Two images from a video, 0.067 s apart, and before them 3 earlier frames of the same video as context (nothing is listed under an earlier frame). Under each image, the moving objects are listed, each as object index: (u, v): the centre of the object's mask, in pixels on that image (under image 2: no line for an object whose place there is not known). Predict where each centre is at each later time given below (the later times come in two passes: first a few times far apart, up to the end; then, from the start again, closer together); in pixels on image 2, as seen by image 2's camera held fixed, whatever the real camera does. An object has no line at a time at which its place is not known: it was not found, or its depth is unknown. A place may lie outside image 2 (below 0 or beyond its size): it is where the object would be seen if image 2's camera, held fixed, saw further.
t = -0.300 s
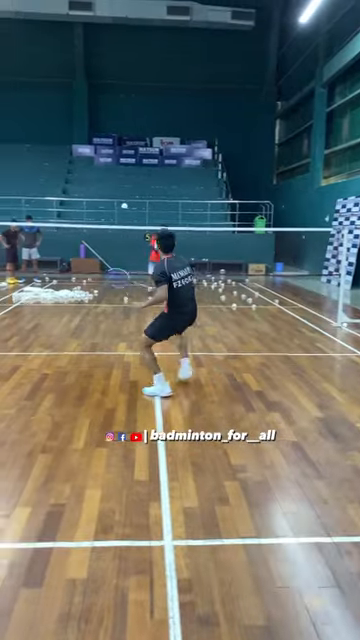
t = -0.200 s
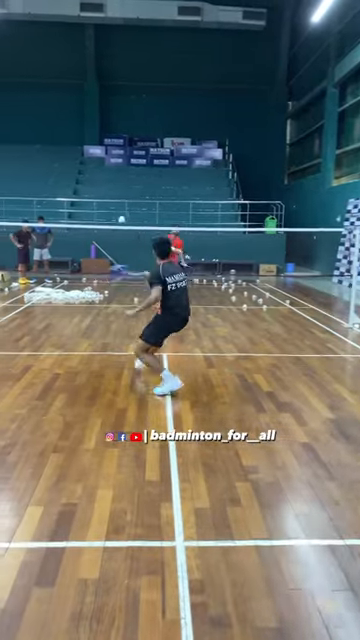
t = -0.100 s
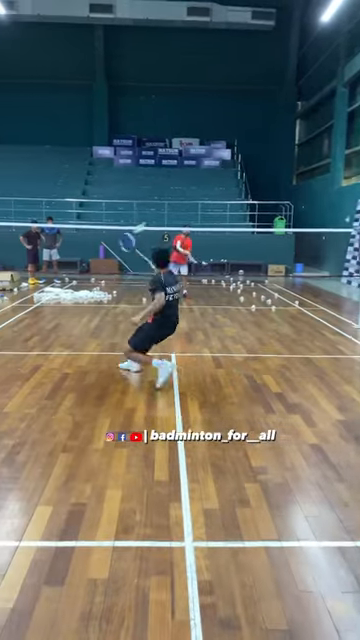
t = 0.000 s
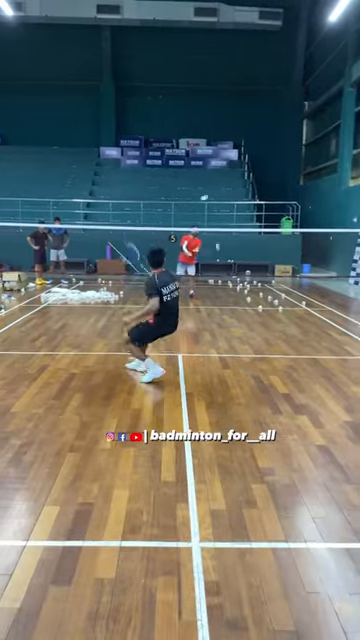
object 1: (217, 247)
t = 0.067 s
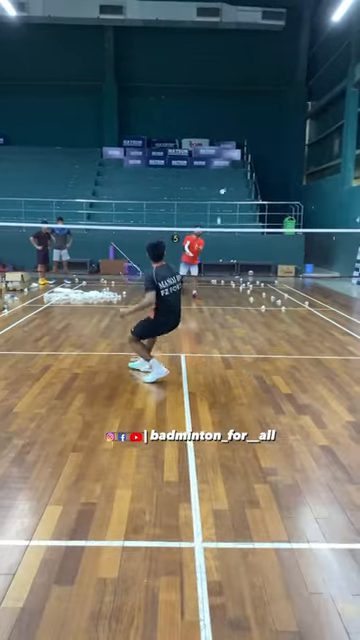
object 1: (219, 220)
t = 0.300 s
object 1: (213, 123)
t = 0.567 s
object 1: (201, 58)
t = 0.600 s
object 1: (200, 54)
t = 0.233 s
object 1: (214, 147)
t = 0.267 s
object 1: (214, 135)
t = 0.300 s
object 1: (213, 123)
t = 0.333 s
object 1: (212, 112)
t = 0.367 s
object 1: (210, 102)
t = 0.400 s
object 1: (209, 93)
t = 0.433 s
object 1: (208, 84)
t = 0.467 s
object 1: (206, 76)
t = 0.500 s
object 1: (205, 69)
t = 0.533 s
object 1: (203, 63)
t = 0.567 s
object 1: (201, 58)
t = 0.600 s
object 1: (200, 54)
